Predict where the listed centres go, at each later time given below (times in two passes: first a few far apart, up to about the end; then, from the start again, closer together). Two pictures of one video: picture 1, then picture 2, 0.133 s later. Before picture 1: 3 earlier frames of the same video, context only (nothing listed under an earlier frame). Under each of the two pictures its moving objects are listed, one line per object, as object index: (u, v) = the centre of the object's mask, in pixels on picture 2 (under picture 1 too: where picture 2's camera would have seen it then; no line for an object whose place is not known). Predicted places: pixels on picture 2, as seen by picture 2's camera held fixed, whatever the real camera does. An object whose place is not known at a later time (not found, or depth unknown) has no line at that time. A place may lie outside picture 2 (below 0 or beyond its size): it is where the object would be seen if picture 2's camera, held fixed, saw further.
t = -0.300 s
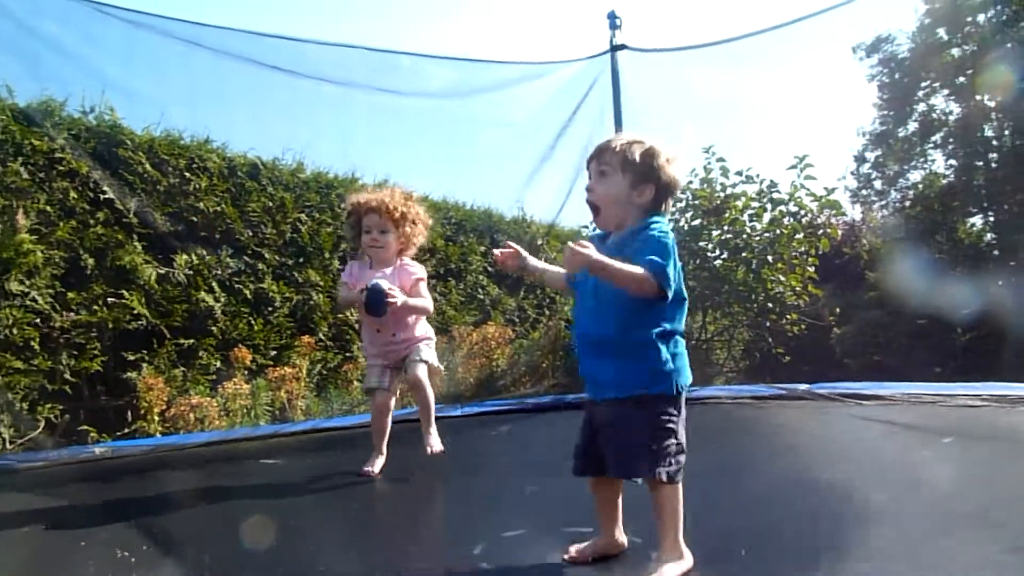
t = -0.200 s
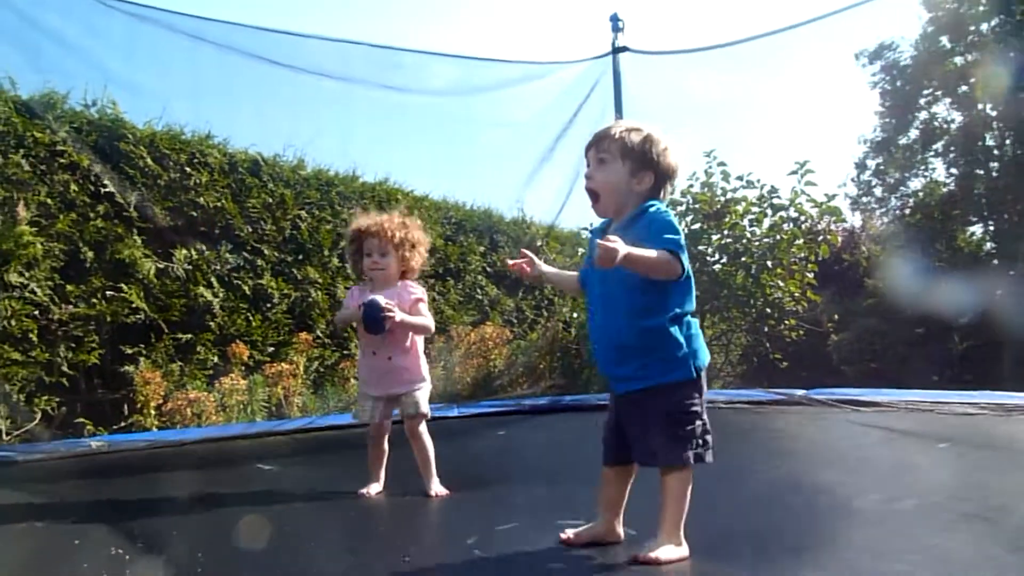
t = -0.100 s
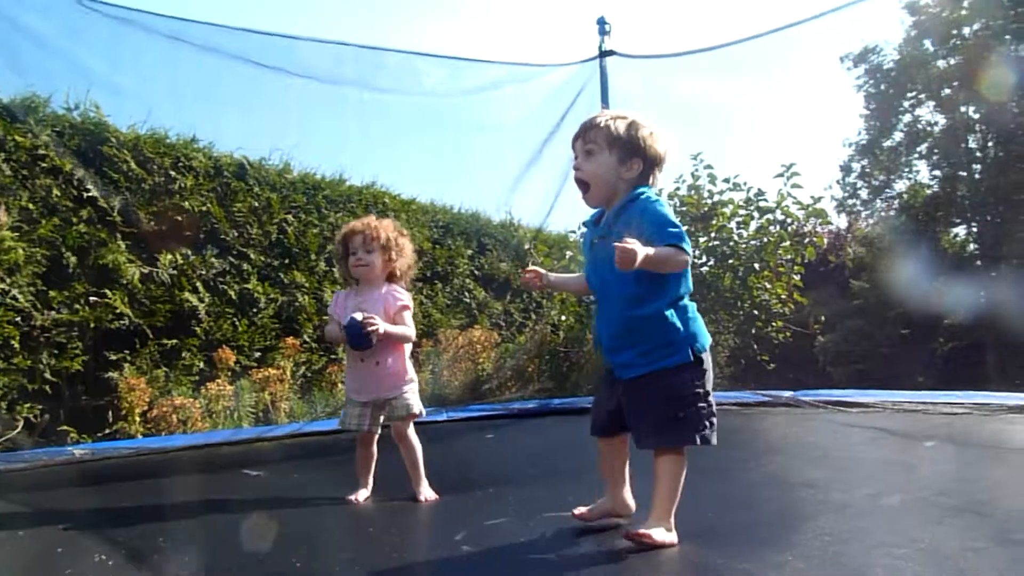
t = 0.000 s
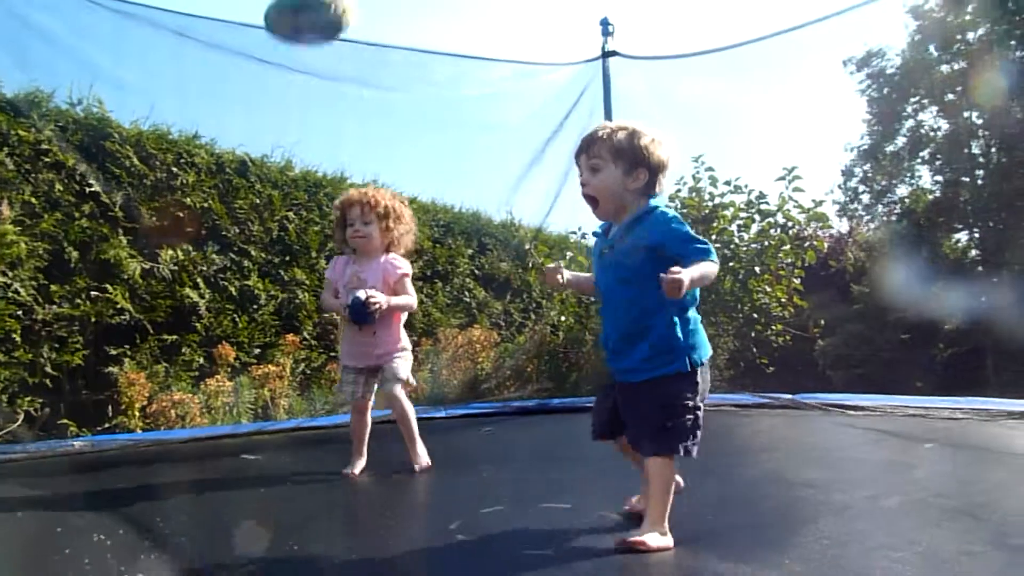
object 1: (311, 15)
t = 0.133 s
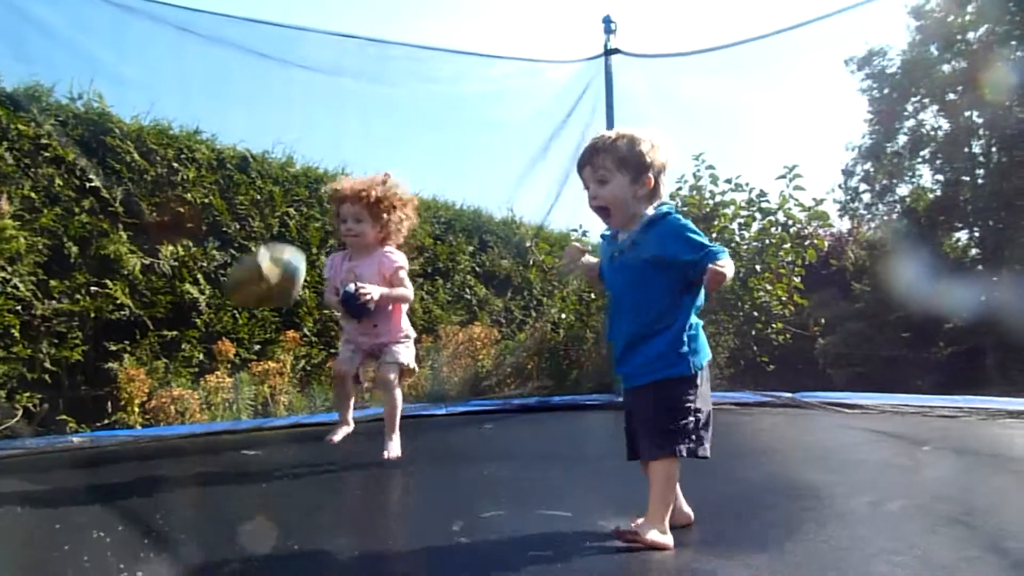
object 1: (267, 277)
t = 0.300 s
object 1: (222, 521)
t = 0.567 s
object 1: (280, 485)
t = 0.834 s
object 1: (377, 535)
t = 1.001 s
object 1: (441, 555)
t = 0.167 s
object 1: (252, 362)
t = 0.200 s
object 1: (236, 458)
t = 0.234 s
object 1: (218, 552)
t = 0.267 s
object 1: (217, 552)
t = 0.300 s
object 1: (222, 521)
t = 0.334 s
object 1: (230, 493)
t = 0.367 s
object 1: (238, 467)
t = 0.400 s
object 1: (247, 455)
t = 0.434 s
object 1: (254, 445)
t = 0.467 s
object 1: (262, 444)
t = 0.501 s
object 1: (268, 449)
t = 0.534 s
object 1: (273, 465)
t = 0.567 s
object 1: (280, 485)
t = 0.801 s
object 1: (356, 536)
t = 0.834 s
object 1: (377, 535)
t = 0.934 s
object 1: (424, 559)
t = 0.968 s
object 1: (430, 562)
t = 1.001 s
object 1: (441, 555)
